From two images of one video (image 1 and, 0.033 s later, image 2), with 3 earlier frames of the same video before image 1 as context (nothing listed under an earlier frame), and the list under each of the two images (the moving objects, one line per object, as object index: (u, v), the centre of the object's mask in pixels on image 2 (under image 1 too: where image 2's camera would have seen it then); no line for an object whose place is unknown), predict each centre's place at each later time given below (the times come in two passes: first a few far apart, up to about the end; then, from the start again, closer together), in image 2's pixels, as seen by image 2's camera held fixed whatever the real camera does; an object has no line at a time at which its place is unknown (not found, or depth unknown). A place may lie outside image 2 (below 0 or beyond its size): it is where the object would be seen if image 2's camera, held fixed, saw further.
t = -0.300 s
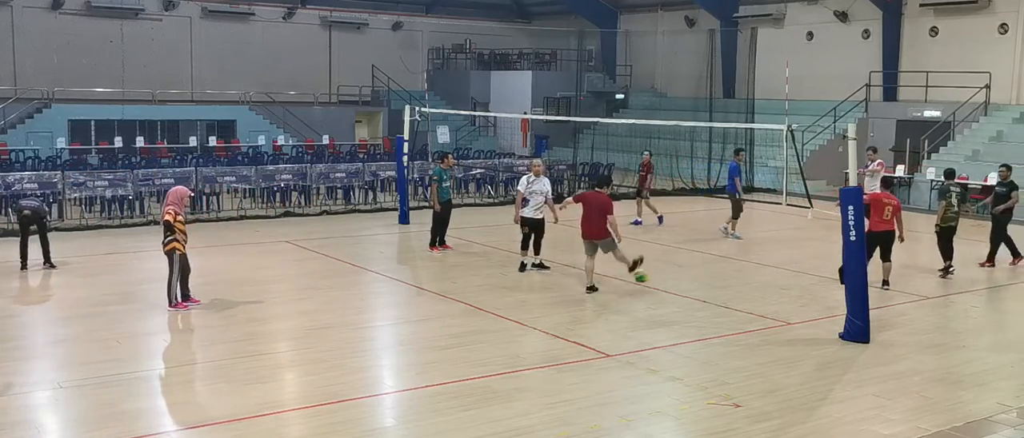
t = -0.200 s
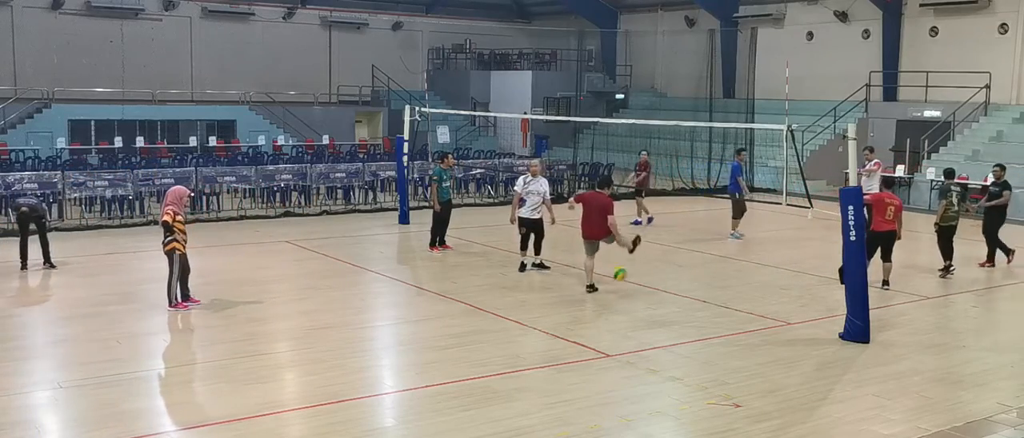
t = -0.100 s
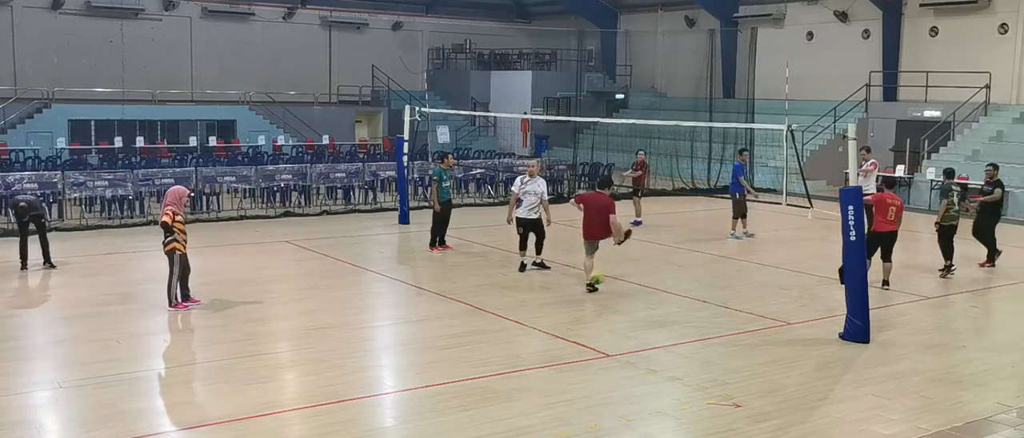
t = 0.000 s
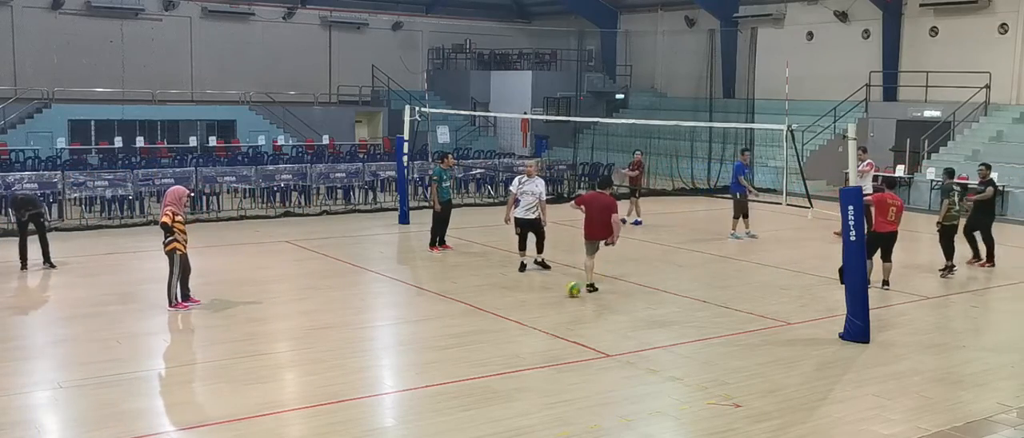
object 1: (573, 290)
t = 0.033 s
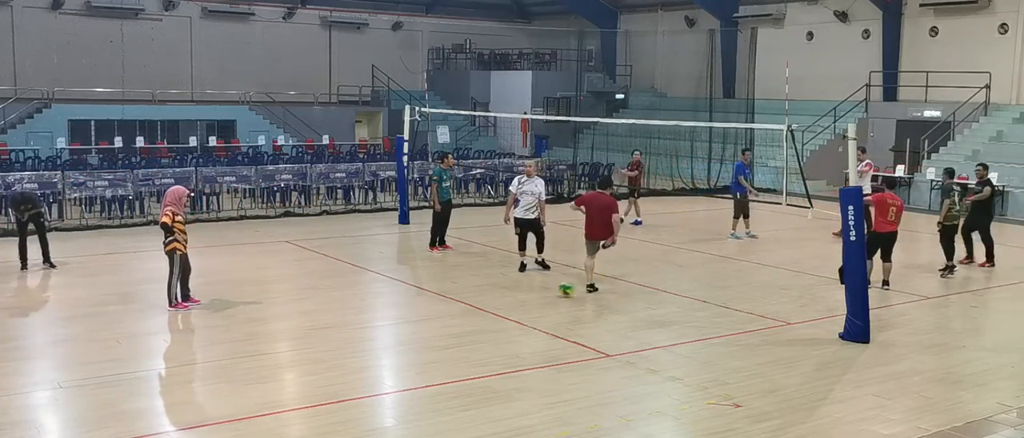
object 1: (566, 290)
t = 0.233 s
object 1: (521, 282)
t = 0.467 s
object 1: (467, 290)
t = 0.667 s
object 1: (421, 298)
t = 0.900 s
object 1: (365, 299)
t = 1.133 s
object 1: (316, 302)
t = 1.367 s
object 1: (257, 308)
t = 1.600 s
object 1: (198, 313)
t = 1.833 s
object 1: (136, 317)
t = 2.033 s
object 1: (82, 322)
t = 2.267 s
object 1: (18, 329)
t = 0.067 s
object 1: (557, 286)
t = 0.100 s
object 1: (551, 283)
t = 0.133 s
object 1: (544, 281)
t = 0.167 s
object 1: (537, 281)
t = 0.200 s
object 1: (530, 281)
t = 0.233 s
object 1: (521, 282)
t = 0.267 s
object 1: (514, 284)
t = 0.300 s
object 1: (506, 287)
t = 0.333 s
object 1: (499, 290)
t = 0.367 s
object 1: (491, 296)
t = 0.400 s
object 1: (482, 295)
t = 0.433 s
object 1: (474, 292)
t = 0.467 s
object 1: (467, 290)
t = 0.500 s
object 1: (460, 289)
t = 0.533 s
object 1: (452, 288)
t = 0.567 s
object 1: (445, 289)
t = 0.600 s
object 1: (437, 291)
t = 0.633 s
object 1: (428, 294)
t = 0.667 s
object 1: (421, 298)
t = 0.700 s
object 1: (412, 302)
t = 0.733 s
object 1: (405, 300)
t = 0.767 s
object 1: (397, 298)
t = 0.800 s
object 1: (389, 298)
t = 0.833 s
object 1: (381, 297)
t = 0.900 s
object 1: (365, 299)
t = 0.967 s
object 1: (357, 302)
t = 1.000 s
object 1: (349, 306)
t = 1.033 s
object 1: (341, 307)
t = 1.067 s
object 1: (332, 306)
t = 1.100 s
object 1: (324, 302)
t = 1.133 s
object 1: (316, 302)
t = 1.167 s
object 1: (308, 302)
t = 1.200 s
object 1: (299, 304)
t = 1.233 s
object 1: (291, 308)
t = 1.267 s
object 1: (283, 312)
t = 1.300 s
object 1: (273, 310)
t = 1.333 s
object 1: (266, 309)
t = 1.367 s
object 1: (257, 308)
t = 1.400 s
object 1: (249, 308)
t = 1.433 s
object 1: (240, 310)
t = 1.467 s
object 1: (231, 312)
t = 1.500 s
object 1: (224, 314)
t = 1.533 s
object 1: (214, 315)
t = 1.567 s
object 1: (206, 313)
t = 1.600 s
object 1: (198, 313)
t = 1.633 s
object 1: (188, 315)
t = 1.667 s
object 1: (181, 316)
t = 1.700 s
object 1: (171, 319)
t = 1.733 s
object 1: (162, 319)
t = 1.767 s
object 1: (154, 317)
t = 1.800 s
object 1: (144, 316)
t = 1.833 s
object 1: (136, 317)
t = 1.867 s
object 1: (127, 319)
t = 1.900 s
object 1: (117, 322)
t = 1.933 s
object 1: (109, 323)
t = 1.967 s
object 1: (100, 321)
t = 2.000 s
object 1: (91, 322)
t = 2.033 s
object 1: (82, 322)
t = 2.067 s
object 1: (72, 325)
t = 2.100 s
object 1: (64, 326)
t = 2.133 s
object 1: (55, 326)
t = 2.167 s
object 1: (46, 325)
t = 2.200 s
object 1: (37, 326)
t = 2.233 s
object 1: (28, 328)
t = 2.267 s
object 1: (18, 329)
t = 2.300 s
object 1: (10, 328)
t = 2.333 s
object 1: (5, 328)
